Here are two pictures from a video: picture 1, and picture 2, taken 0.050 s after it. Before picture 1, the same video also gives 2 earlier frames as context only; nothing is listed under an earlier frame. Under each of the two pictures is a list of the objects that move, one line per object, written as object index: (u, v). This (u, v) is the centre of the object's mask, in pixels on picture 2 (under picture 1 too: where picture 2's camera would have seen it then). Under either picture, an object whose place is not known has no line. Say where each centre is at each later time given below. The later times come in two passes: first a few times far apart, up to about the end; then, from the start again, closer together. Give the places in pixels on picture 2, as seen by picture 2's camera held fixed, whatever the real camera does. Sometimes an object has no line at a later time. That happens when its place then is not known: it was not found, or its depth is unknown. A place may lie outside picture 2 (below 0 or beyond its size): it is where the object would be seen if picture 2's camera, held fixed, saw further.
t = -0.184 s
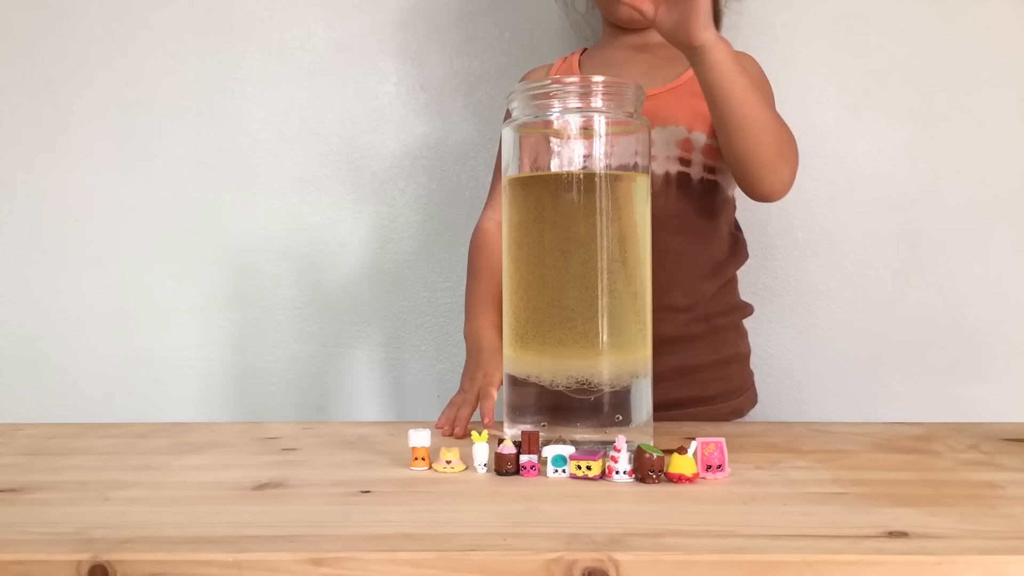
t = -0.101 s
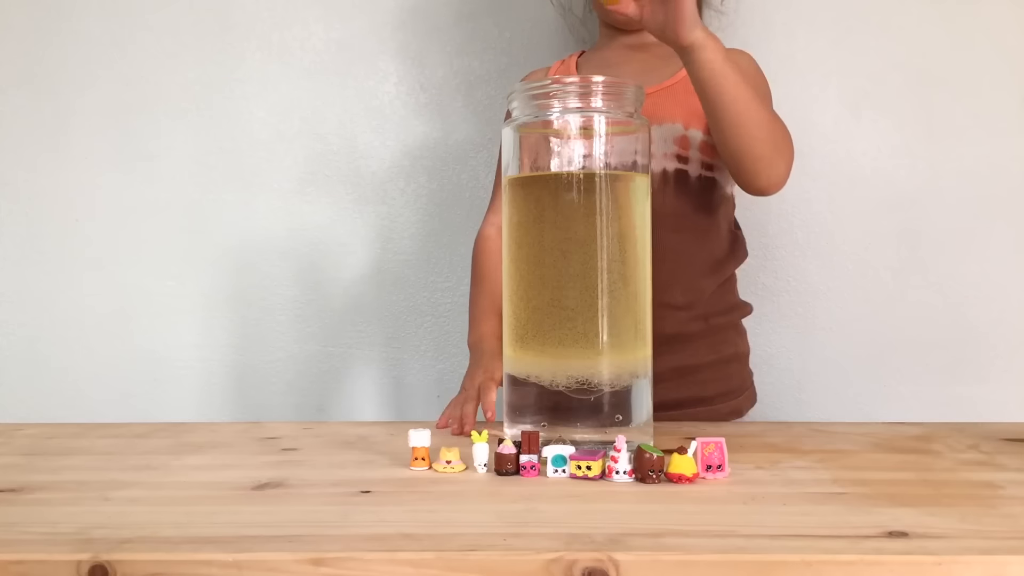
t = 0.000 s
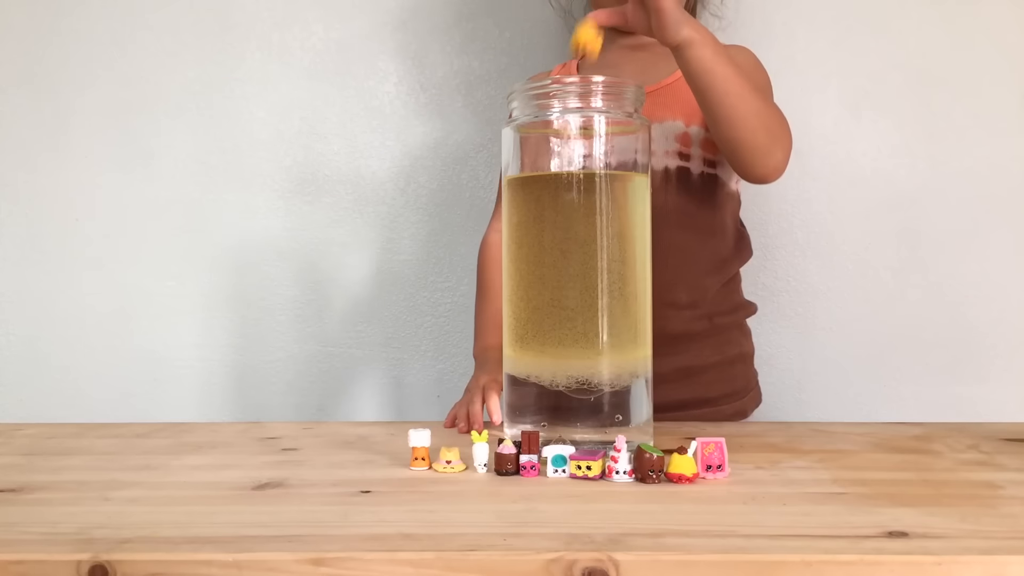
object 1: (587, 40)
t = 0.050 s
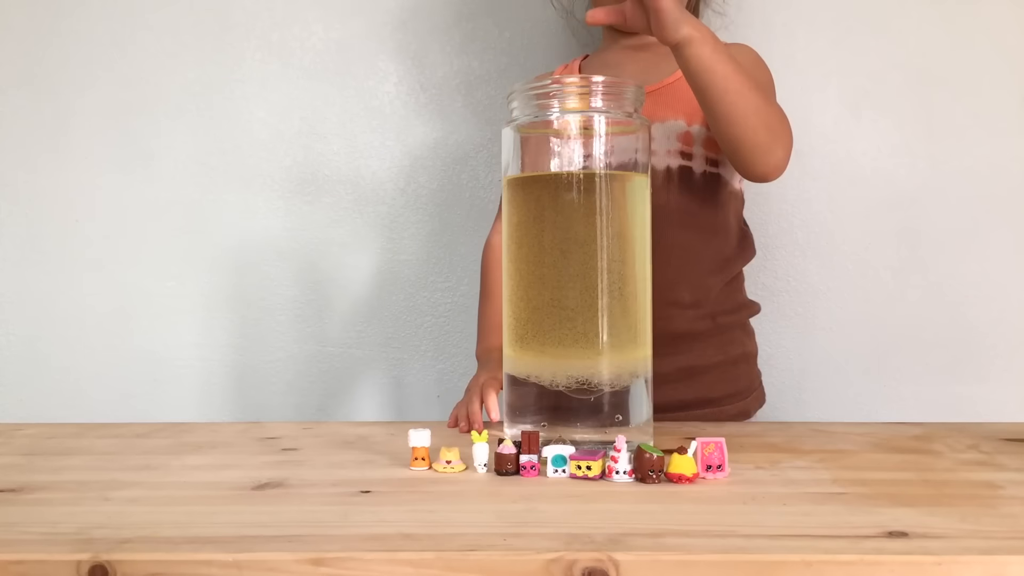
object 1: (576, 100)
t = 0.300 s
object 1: (552, 299)
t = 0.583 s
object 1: (556, 384)
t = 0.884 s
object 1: (559, 429)
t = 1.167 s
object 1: (560, 424)
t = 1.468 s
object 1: (558, 414)
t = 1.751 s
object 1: (556, 425)
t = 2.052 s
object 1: (558, 431)
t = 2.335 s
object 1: (558, 430)
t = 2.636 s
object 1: (558, 430)
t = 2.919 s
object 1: (558, 430)
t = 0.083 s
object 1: (558, 190)
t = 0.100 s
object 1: (558, 208)
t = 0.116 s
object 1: (558, 226)
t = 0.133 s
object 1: (557, 239)
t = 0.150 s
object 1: (555, 246)
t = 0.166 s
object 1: (555, 252)
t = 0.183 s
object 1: (554, 260)
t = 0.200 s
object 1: (554, 266)
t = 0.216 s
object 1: (553, 271)
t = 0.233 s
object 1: (553, 278)
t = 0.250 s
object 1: (553, 283)
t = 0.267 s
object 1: (552, 288)
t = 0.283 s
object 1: (552, 294)
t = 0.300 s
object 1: (552, 299)
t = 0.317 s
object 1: (552, 304)
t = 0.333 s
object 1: (552, 310)
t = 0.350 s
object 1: (552, 315)
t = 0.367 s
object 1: (551, 320)
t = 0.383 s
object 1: (551, 325)
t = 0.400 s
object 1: (552, 330)
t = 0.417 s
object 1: (552, 335)
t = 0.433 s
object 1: (552, 340)
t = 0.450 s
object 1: (553, 343)
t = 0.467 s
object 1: (553, 348)
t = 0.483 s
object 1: (554, 351)
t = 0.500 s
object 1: (556, 353)
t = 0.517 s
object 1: (560, 367)
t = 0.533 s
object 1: (557, 377)
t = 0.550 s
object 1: (556, 380)
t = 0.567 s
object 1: (557, 384)
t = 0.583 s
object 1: (556, 384)
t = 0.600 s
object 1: (557, 388)
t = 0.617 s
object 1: (557, 391)
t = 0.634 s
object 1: (558, 394)
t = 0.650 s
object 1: (558, 397)
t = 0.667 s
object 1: (558, 402)
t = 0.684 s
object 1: (558, 406)
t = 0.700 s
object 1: (558, 410)
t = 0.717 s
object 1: (558, 414)
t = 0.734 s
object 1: (558, 417)
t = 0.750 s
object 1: (558, 421)
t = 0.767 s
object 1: (558, 425)
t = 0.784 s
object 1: (557, 429)
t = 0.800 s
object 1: (557, 430)
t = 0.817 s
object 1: (558, 428)
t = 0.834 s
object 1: (558, 428)
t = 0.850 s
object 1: (559, 428)
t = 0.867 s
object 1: (559, 429)
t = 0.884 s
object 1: (559, 429)
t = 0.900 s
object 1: (559, 429)
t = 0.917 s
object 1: (560, 429)
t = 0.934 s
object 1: (560, 429)
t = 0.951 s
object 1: (560, 429)
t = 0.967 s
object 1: (560, 429)
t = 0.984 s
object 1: (560, 429)
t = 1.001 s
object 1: (560, 429)
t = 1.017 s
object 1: (560, 428)
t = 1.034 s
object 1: (560, 428)
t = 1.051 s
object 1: (560, 428)
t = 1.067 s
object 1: (560, 427)
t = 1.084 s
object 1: (560, 427)
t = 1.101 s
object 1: (560, 427)
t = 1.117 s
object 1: (560, 426)
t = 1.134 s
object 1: (560, 426)
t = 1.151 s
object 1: (560, 425)
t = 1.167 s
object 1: (560, 424)
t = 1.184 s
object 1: (560, 424)
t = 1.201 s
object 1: (560, 423)
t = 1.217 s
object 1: (560, 423)
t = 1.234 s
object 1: (560, 422)
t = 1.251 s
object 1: (559, 421)
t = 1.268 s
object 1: (559, 421)
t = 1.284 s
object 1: (559, 420)
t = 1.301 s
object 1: (559, 419)
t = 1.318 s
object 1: (559, 419)
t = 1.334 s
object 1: (559, 418)
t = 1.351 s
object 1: (559, 417)
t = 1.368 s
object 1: (559, 416)
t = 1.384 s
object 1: (559, 416)
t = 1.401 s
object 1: (559, 415)
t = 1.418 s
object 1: (559, 415)
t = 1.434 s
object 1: (559, 414)
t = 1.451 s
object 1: (558, 415)
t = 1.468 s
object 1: (558, 414)
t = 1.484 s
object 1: (558, 415)
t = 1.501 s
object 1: (558, 416)
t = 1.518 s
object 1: (558, 424)
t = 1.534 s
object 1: (557, 423)
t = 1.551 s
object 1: (557, 423)
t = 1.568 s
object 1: (557, 424)
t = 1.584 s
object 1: (557, 424)
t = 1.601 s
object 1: (557, 424)
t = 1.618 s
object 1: (557, 424)
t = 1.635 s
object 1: (557, 424)
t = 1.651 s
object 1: (557, 424)
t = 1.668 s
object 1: (557, 424)
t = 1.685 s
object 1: (557, 425)
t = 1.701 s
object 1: (556, 425)
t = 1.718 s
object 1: (556, 425)
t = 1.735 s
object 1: (556, 425)
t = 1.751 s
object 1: (556, 425)
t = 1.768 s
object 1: (556, 425)
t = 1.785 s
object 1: (556, 425)
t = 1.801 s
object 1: (556, 425)
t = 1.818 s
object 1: (557, 426)
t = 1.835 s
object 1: (557, 426)
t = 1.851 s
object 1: (557, 427)
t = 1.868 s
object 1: (557, 427)
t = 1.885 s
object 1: (557, 427)
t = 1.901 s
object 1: (557, 428)
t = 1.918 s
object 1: (558, 430)
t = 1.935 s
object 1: (558, 430)
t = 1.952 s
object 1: (558, 430)
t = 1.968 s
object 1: (558, 430)
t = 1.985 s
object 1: (558, 430)
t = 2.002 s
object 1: (558, 430)
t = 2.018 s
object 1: (558, 430)
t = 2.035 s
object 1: (558, 431)
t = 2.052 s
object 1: (558, 431)
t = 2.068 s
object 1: (558, 431)
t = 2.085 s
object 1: (558, 431)
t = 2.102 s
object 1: (558, 431)
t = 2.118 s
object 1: (558, 431)
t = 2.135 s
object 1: (558, 431)
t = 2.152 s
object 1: (558, 430)
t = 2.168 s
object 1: (558, 431)
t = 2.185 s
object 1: (558, 431)
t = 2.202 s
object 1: (558, 430)
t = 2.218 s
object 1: (558, 430)
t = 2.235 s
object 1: (558, 430)
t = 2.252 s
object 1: (558, 430)
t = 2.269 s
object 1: (558, 430)
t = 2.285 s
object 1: (558, 430)
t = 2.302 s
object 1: (558, 430)
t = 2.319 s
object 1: (558, 430)
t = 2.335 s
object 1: (558, 430)
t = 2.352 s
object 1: (558, 430)
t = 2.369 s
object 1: (558, 430)
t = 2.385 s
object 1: (558, 430)
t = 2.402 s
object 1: (558, 430)
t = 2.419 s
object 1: (558, 430)
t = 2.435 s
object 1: (558, 430)
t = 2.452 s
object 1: (558, 430)
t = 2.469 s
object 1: (558, 430)
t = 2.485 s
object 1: (558, 430)
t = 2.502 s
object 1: (558, 430)
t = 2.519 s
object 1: (558, 430)
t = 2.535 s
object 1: (558, 430)
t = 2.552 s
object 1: (558, 430)
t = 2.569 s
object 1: (558, 430)
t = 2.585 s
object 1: (558, 430)
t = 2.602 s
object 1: (558, 430)
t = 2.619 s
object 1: (558, 430)
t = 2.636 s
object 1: (558, 430)
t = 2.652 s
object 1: (558, 430)
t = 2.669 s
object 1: (558, 430)
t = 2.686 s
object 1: (558, 430)
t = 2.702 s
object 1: (558, 430)
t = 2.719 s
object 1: (558, 430)
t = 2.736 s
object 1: (558, 430)
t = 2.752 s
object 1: (558, 430)
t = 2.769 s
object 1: (558, 430)
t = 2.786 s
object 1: (558, 430)
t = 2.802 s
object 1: (558, 430)
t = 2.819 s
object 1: (558, 430)
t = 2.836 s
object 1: (558, 430)
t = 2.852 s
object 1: (558, 430)
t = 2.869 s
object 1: (558, 430)
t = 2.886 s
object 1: (558, 430)
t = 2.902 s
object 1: (558, 430)
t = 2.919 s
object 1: (558, 430)
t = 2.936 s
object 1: (558, 430)
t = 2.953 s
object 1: (558, 430)
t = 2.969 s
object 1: (558, 430)
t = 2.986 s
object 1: (558, 430)
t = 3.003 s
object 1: (558, 430)
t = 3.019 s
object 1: (558, 430)
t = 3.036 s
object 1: (558, 430)
